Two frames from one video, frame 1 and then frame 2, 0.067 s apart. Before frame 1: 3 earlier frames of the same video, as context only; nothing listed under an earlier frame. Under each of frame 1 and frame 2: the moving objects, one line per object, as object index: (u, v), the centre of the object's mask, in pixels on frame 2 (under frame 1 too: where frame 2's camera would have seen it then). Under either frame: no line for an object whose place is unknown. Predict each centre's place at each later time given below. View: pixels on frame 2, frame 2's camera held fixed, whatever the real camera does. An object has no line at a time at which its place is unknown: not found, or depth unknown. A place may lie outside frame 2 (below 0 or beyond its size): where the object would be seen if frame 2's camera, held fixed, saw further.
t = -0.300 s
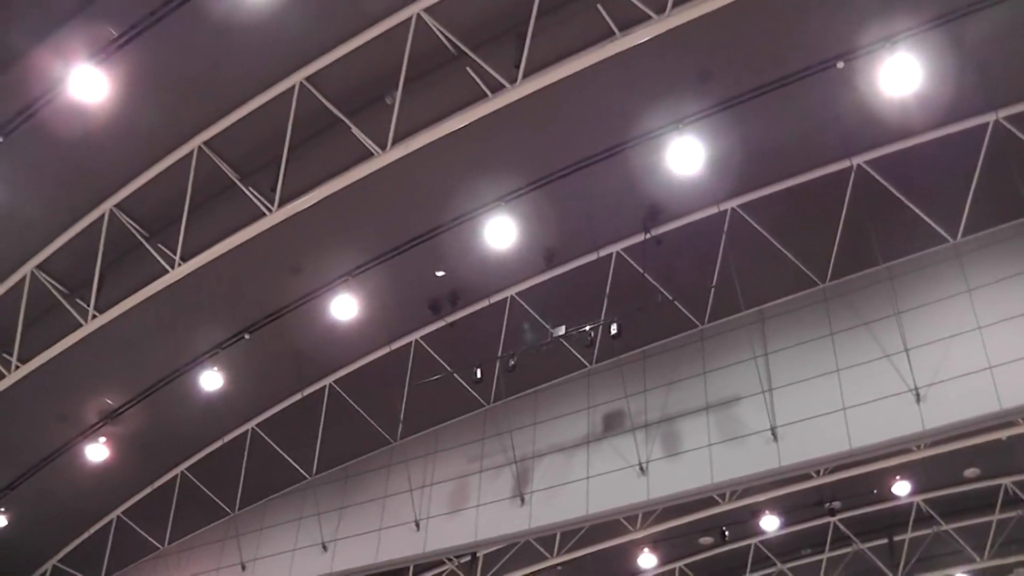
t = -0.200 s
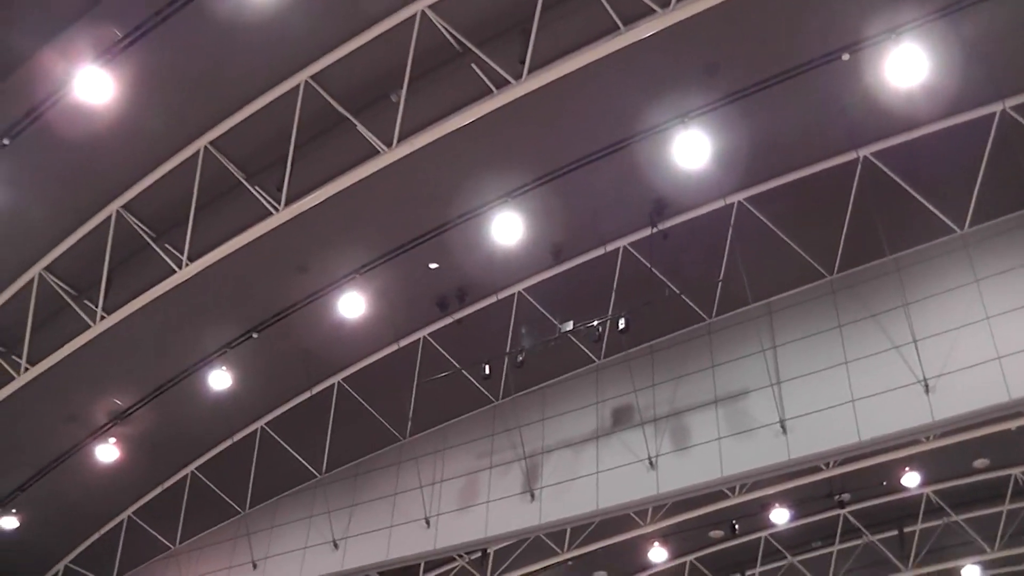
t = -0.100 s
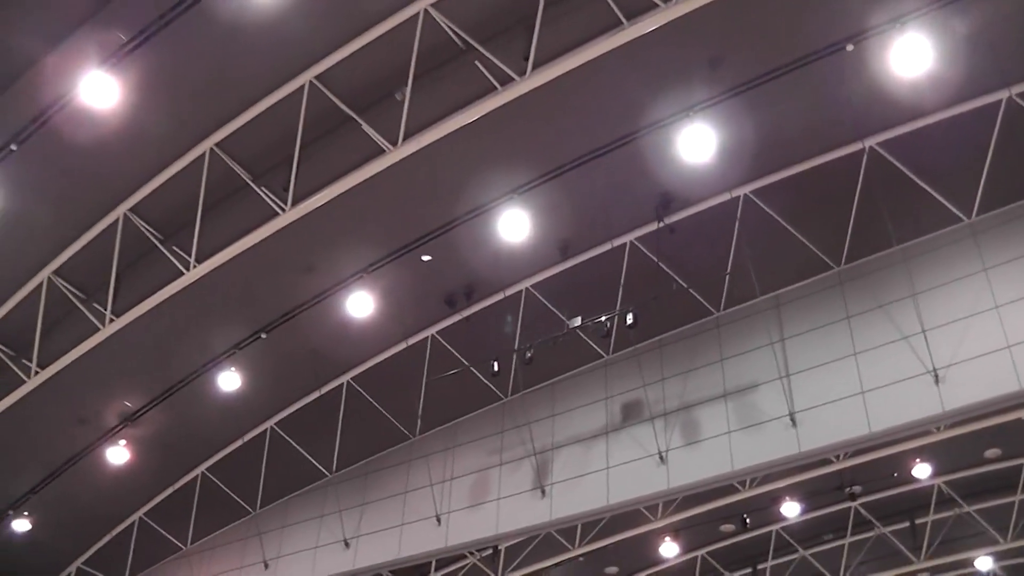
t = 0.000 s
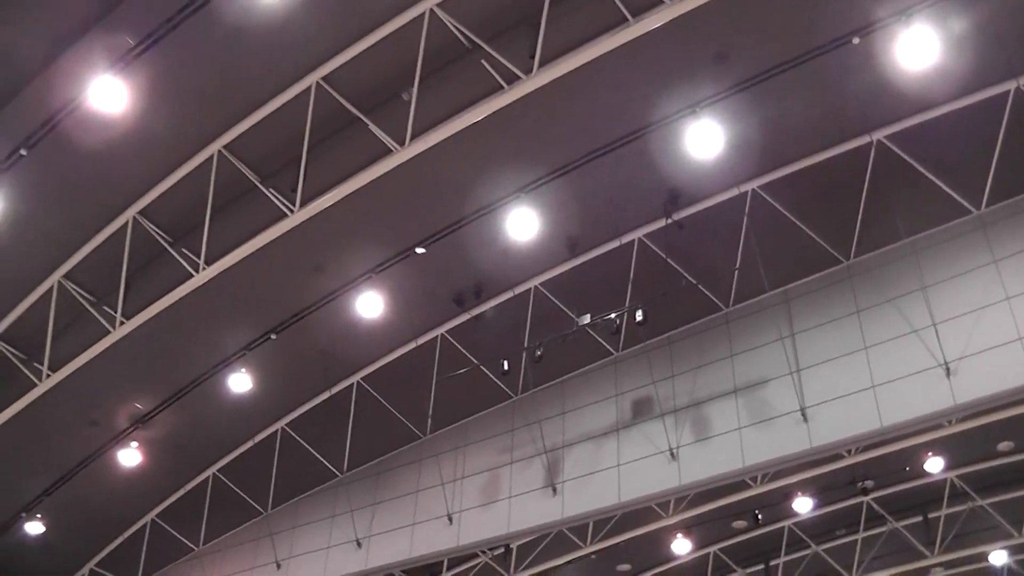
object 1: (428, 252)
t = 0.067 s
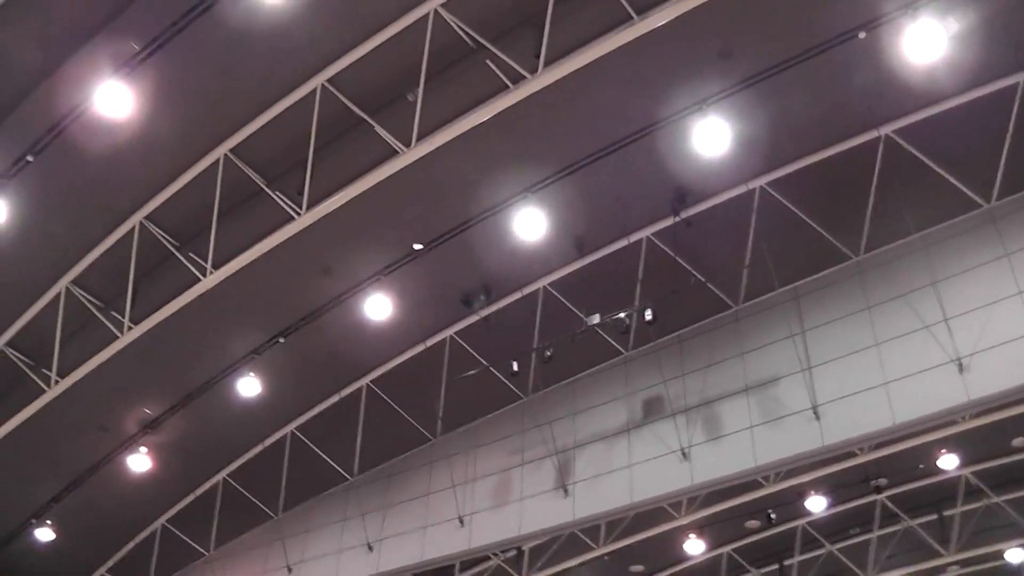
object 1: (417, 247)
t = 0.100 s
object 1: (412, 244)
